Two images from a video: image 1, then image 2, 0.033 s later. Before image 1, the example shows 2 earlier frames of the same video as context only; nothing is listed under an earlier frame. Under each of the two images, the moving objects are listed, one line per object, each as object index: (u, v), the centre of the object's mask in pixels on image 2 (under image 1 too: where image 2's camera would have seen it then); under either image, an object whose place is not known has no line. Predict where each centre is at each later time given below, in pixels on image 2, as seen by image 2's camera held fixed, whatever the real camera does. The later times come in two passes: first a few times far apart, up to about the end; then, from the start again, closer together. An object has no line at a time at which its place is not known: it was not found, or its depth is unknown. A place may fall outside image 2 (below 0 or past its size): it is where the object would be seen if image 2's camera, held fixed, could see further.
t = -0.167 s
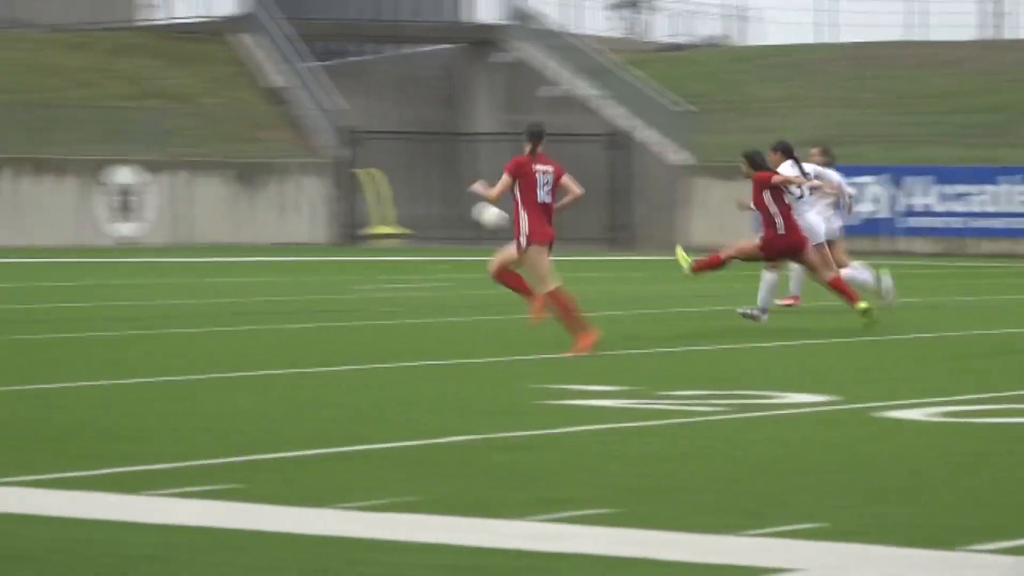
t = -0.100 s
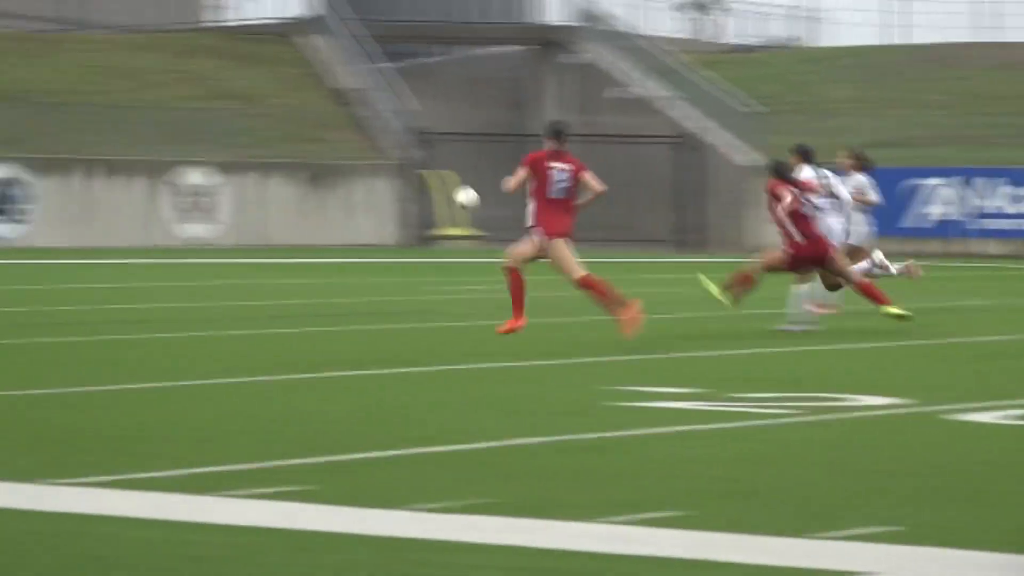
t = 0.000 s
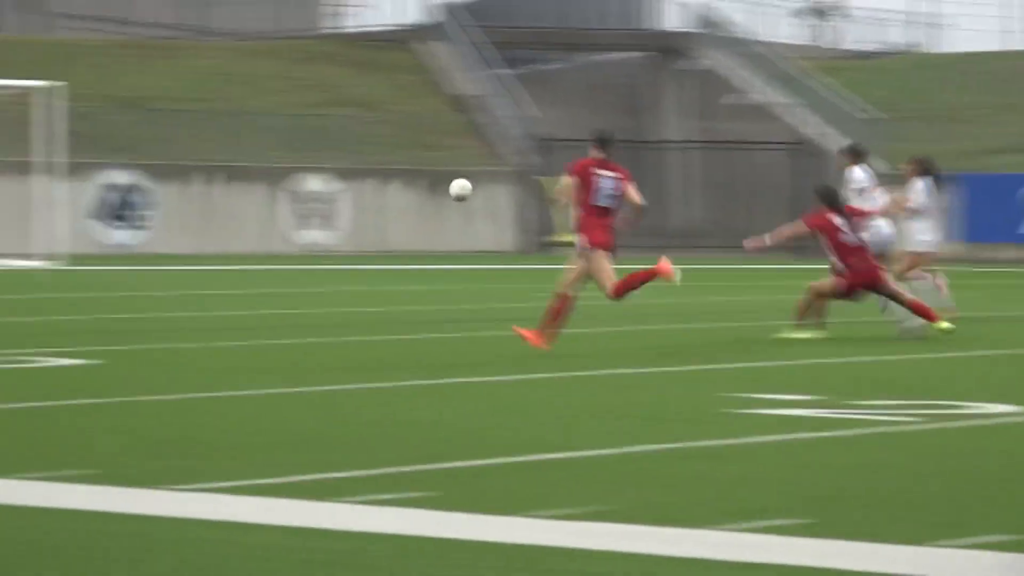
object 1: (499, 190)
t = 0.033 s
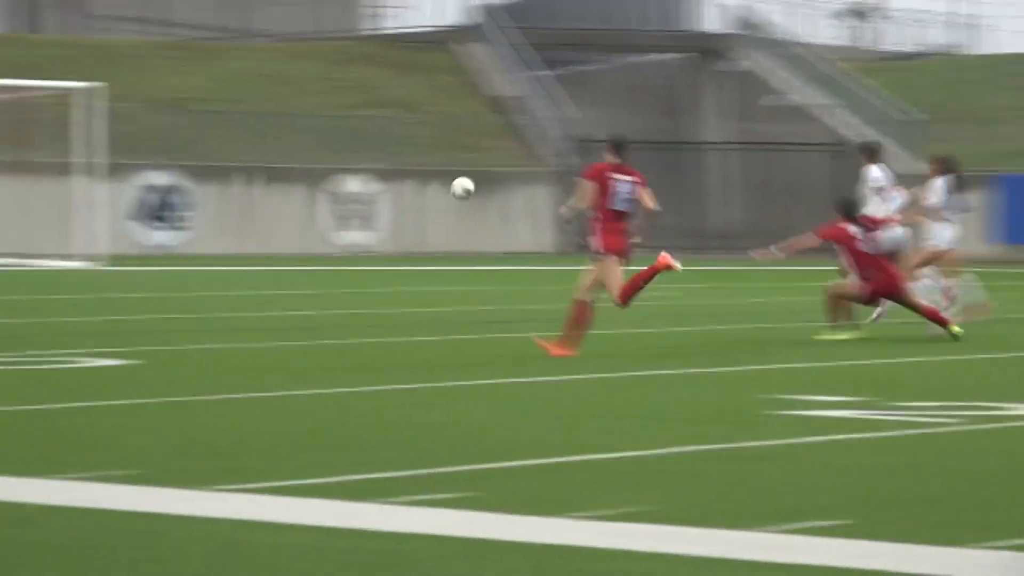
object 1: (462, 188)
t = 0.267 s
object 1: (255, 198)
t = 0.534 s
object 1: (98, 266)
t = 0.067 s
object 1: (428, 185)
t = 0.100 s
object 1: (395, 185)
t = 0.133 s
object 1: (364, 185)
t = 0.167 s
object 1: (336, 188)
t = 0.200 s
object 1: (307, 190)
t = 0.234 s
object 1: (280, 193)
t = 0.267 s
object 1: (255, 198)
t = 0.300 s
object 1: (233, 204)
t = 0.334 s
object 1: (214, 210)
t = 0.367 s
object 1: (194, 219)
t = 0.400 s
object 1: (173, 226)
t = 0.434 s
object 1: (154, 233)
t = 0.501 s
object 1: (116, 254)
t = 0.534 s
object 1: (98, 266)
